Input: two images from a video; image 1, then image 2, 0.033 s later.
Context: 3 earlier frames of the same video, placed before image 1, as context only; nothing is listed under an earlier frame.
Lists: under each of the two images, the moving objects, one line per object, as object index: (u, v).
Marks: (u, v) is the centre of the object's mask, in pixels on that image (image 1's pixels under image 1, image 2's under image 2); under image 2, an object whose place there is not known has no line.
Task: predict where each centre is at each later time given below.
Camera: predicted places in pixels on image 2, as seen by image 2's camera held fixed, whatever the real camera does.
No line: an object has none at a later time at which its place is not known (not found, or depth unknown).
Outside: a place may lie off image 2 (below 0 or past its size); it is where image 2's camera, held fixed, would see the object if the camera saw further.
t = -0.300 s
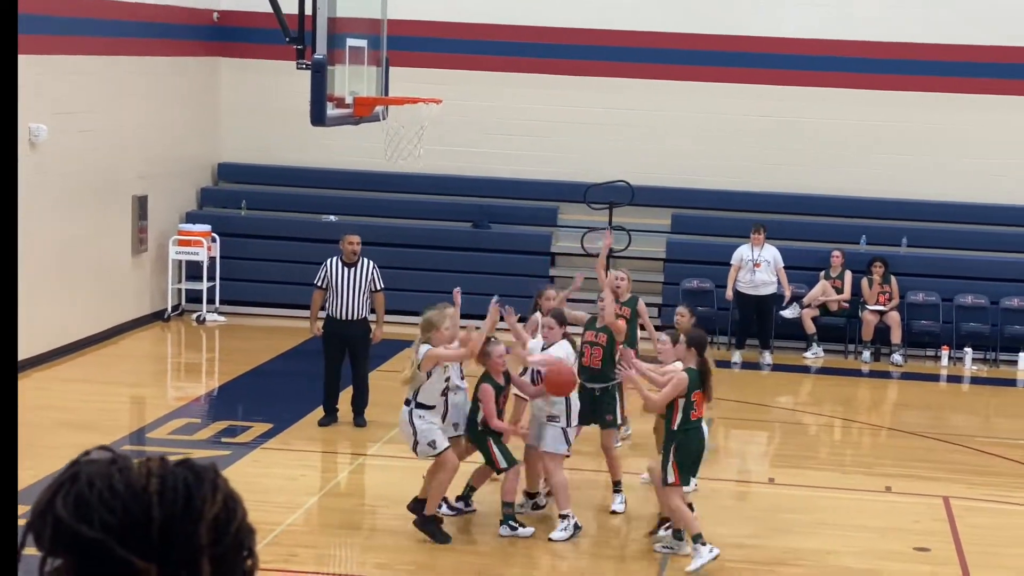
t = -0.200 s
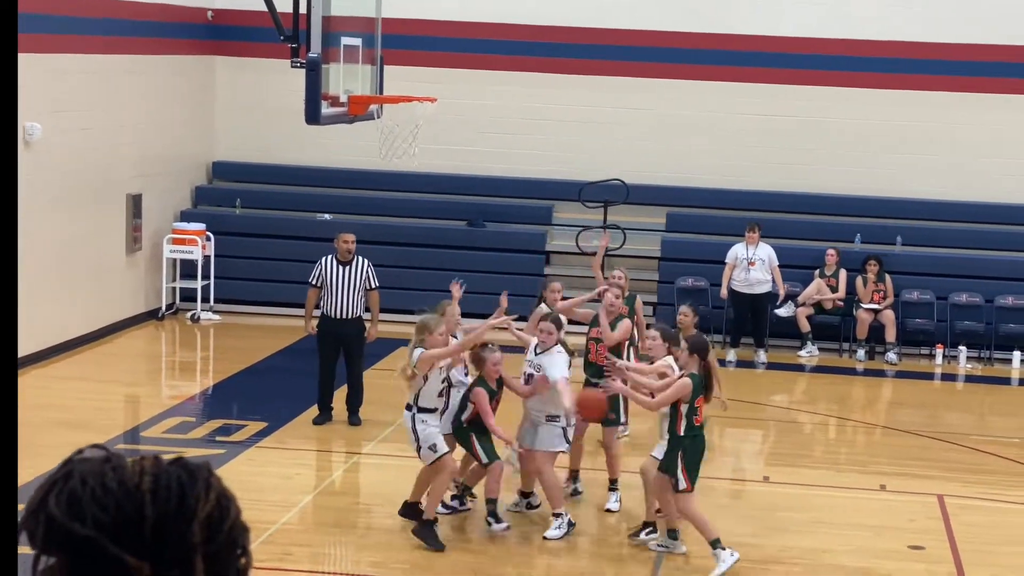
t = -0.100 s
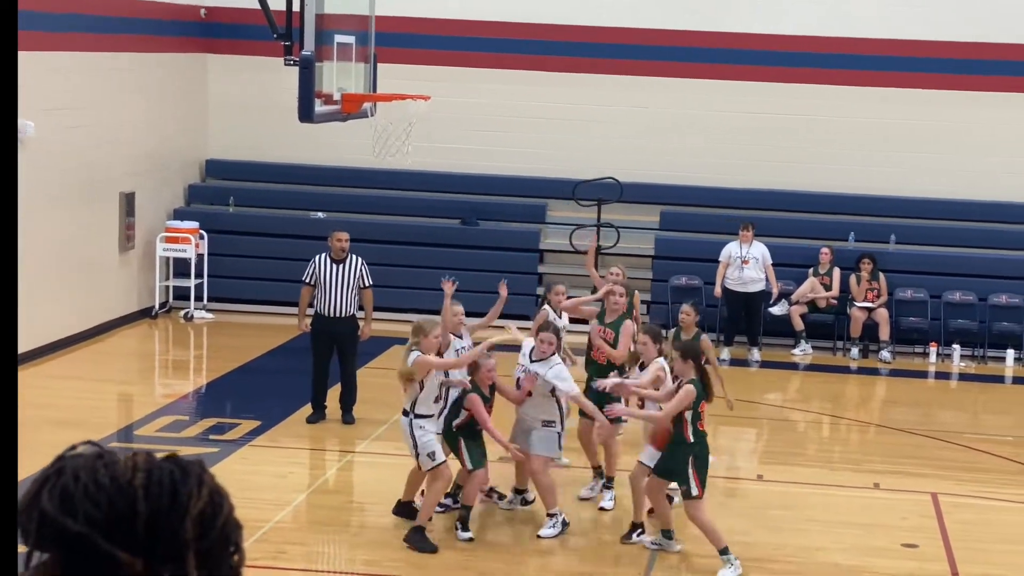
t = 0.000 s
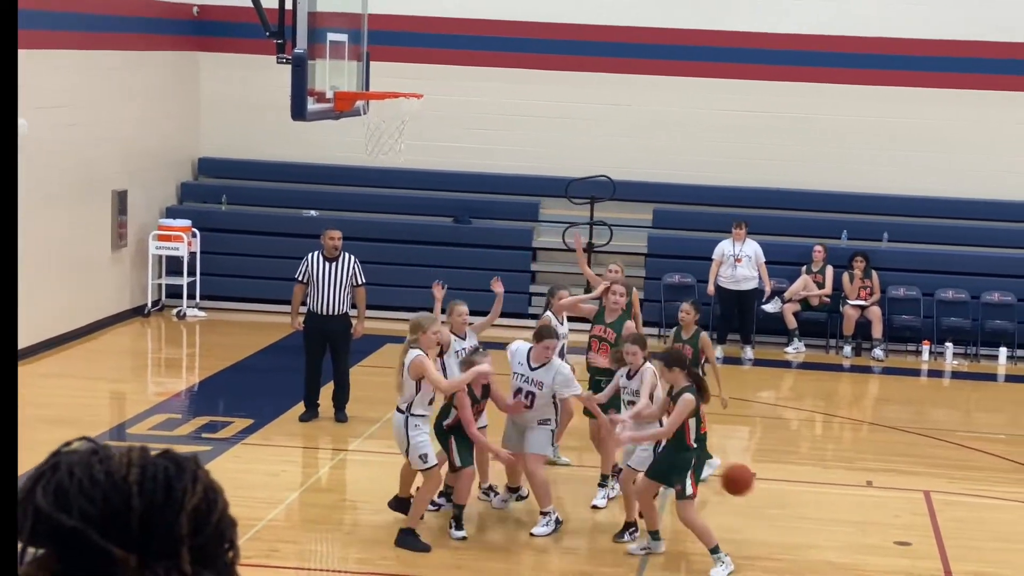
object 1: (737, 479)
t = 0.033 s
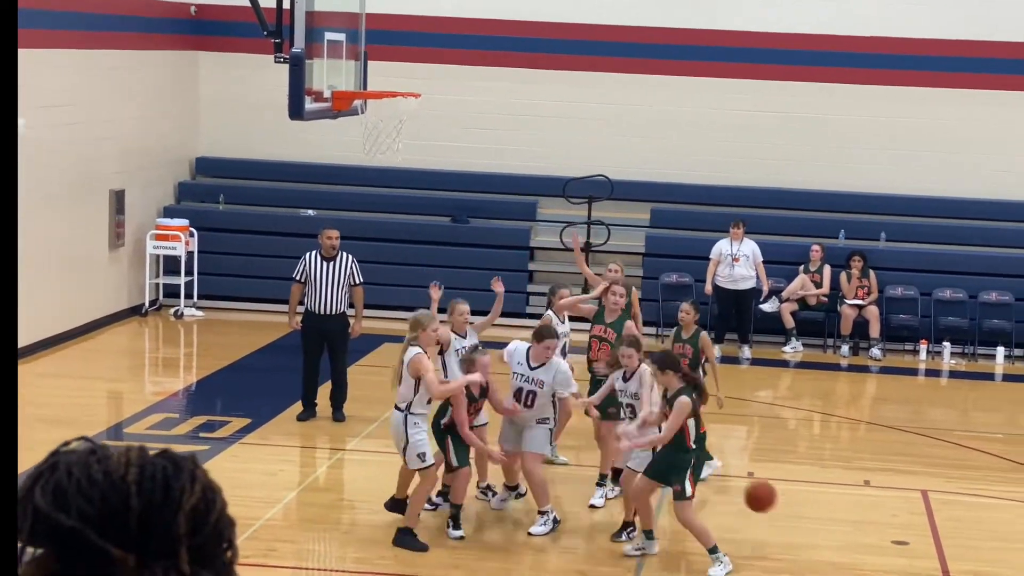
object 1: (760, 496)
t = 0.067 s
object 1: (789, 515)
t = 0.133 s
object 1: (830, 517)
